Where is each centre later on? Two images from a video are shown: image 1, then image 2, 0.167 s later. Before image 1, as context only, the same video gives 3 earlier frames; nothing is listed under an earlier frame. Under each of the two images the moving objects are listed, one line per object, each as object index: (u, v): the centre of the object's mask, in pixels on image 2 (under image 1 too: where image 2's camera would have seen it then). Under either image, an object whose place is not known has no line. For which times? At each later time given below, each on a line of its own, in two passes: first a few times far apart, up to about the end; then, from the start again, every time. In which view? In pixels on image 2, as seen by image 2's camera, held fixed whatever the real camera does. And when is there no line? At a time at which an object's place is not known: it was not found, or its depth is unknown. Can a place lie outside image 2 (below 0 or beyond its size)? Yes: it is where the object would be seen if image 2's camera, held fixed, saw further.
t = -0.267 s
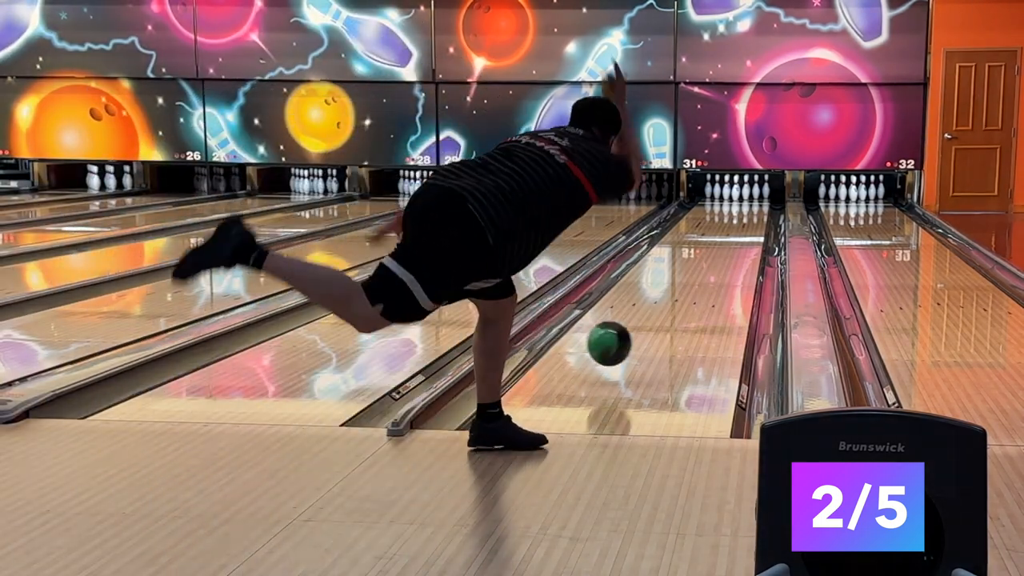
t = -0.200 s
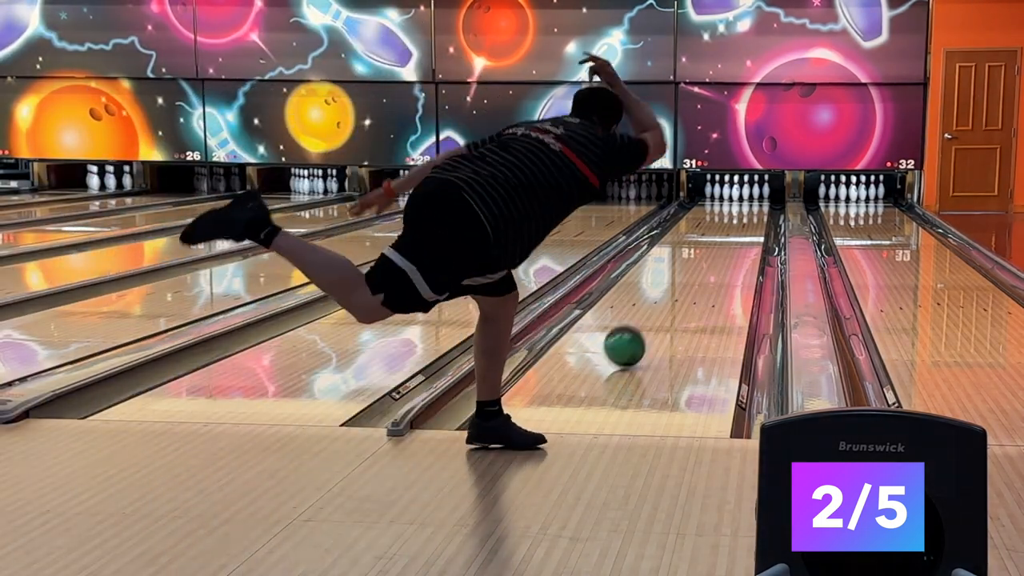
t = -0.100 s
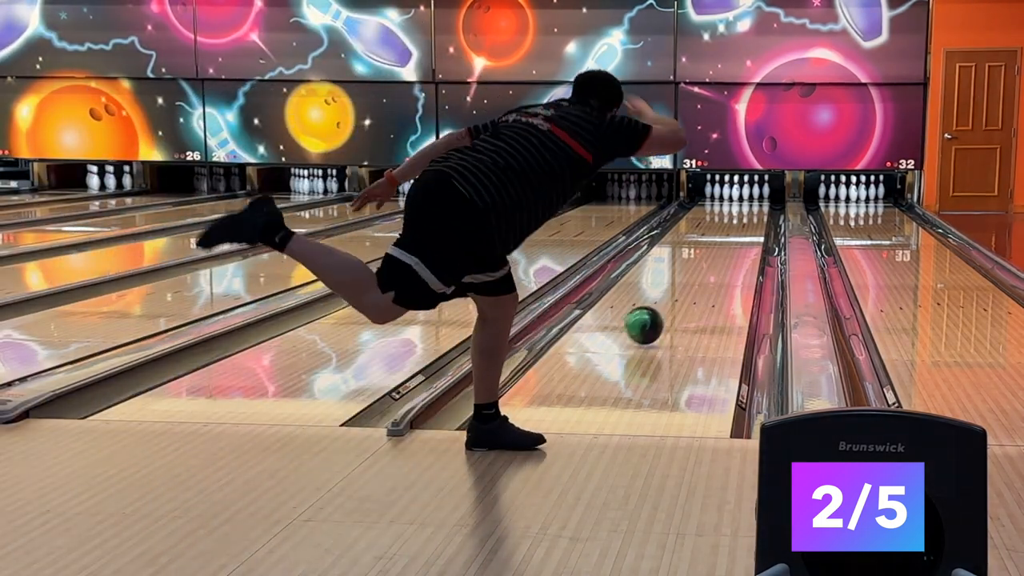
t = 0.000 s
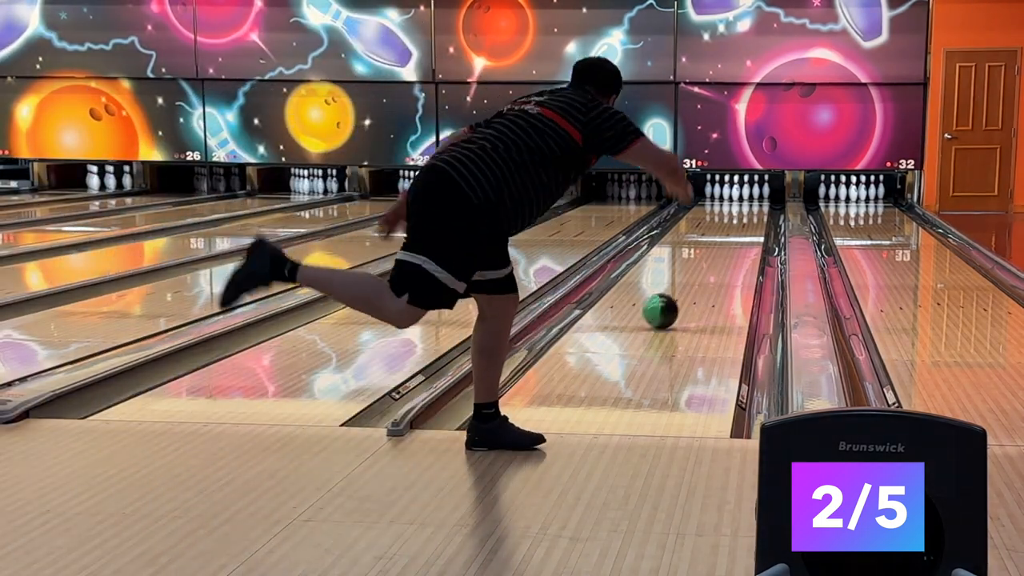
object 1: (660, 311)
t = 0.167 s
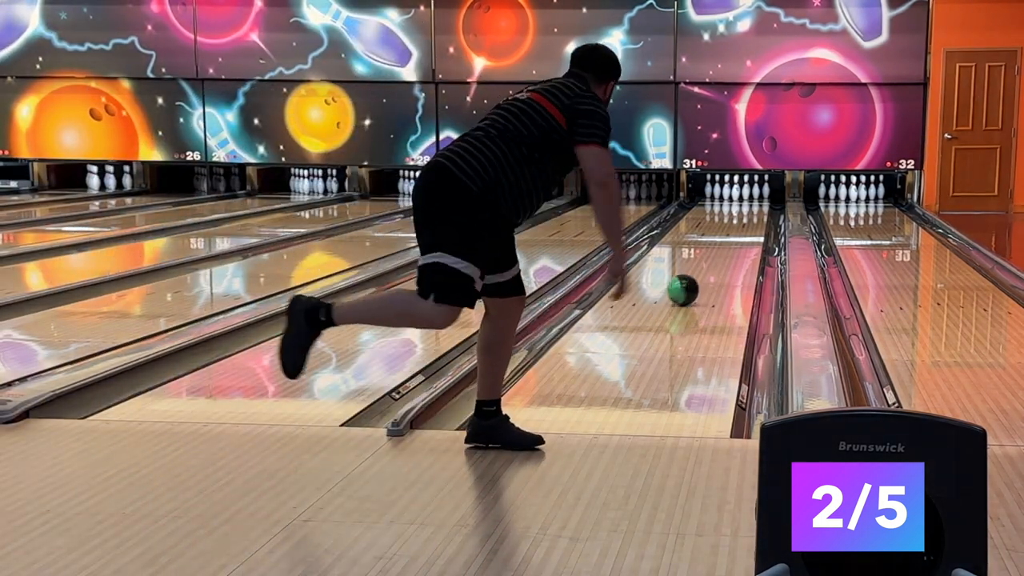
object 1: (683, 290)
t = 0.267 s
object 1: (694, 279)
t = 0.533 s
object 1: (716, 256)
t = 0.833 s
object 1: (734, 237)
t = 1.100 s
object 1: (745, 224)
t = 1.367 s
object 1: (753, 213)
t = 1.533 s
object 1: (754, 207)
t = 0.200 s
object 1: (686, 286)
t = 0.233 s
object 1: (690, 282)
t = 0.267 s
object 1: (694, 279)
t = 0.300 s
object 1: (697, 276)
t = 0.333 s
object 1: (700, 272)
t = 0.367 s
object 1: (703, 269)
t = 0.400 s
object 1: (706, 266)
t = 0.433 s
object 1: (709, 263)
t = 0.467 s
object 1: (711, 261)
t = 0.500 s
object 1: (714, 258)
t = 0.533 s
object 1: (716, 256)
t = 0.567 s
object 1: (718, 253)
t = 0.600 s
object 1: (721, 251)
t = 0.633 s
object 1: (723, 249)
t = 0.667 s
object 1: (725, 247)
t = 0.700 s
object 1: (727, 244)
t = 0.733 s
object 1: (728, 242)
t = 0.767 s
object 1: (730, 240)
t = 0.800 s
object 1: (732, 238)
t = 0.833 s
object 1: (734, 237)
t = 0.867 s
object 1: (735, 234)
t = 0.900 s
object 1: (737, 233)
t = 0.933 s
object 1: (738, 231)
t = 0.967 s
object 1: (740, 229)
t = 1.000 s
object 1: (741, 228)
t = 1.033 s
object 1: (742, 226)
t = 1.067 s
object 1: (743, 225)
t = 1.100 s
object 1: (745, 224)
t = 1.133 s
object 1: (746, 222)
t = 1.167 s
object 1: (747, 220)
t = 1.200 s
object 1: (748, 219)
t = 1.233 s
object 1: (749, 218)
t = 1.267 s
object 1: (750, 217)
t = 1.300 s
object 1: (751, 215)
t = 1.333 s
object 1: (752, 213)
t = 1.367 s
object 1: (753, 213)
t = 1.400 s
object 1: (753, 212)
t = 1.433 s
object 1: (753, 211)
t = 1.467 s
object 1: (754, 209)
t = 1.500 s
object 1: (754, 208)
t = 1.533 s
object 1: (754, 207)
